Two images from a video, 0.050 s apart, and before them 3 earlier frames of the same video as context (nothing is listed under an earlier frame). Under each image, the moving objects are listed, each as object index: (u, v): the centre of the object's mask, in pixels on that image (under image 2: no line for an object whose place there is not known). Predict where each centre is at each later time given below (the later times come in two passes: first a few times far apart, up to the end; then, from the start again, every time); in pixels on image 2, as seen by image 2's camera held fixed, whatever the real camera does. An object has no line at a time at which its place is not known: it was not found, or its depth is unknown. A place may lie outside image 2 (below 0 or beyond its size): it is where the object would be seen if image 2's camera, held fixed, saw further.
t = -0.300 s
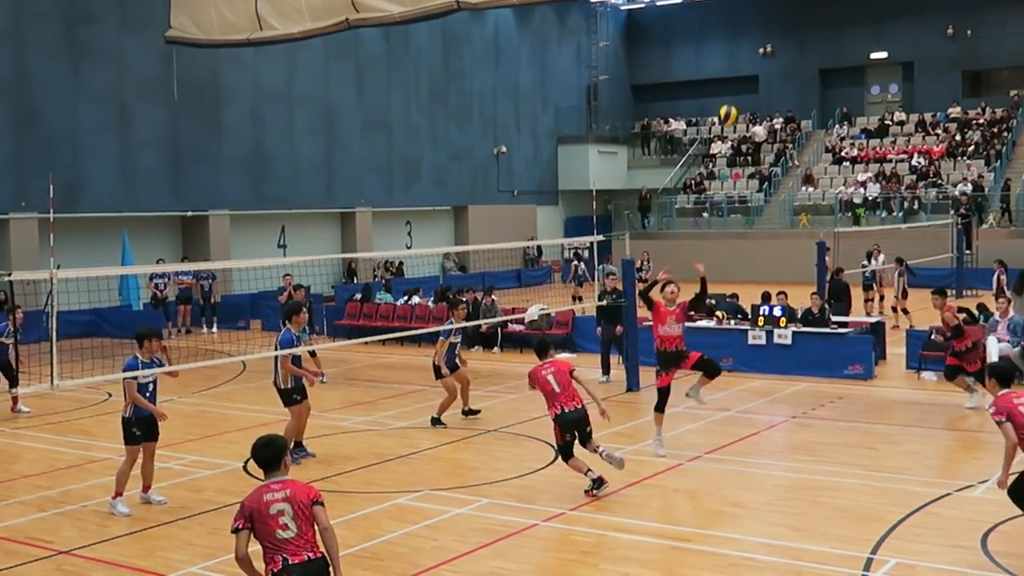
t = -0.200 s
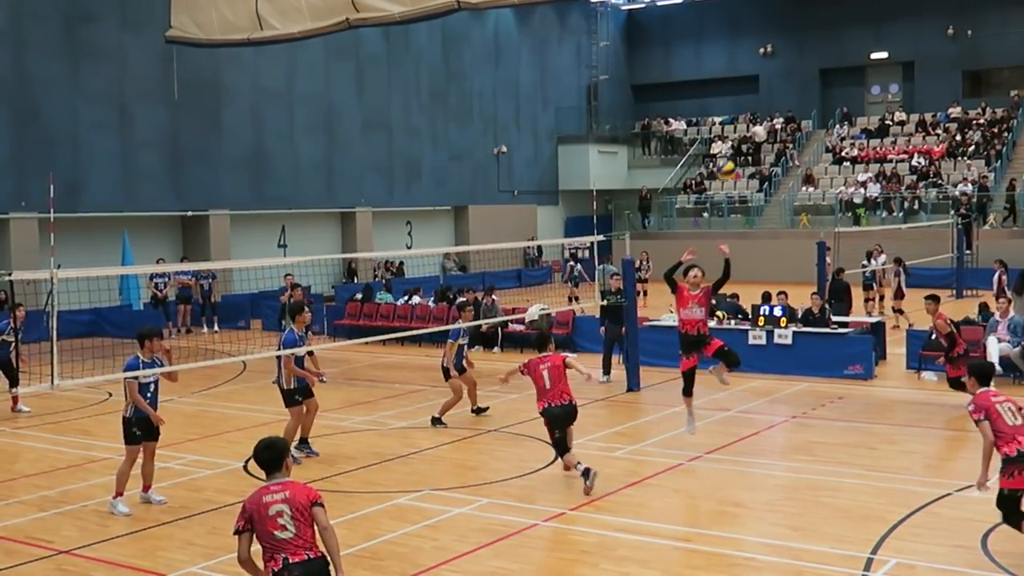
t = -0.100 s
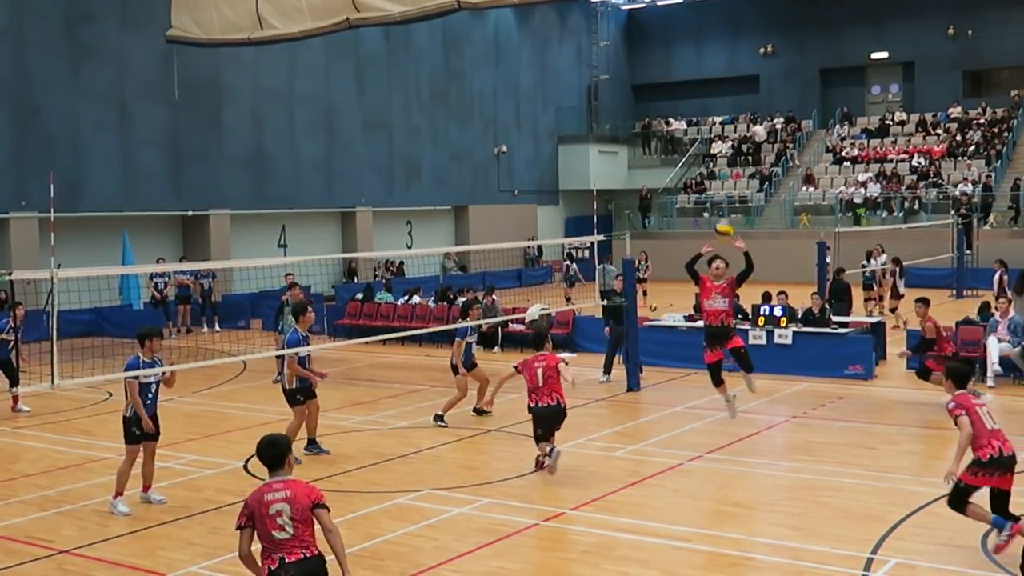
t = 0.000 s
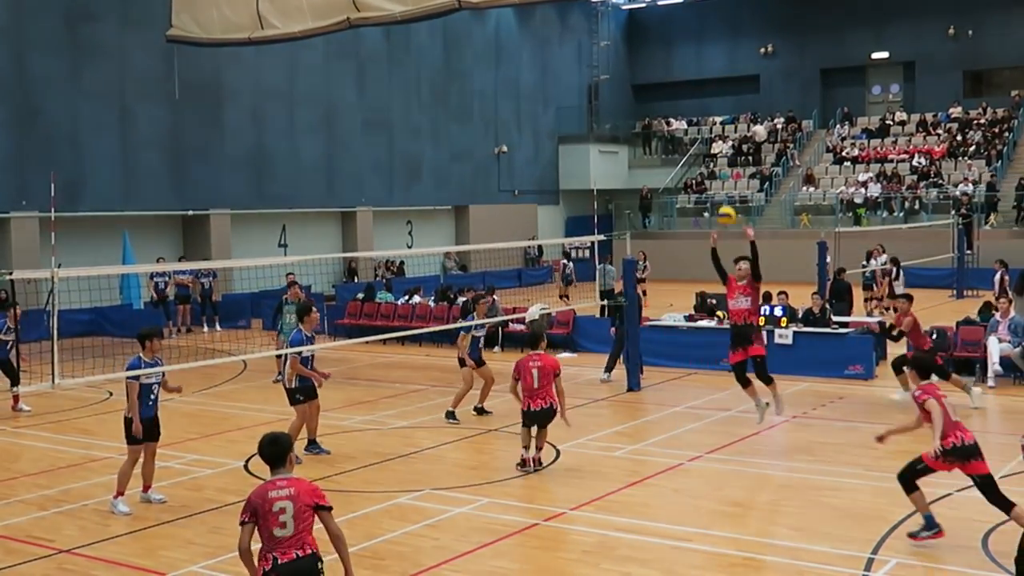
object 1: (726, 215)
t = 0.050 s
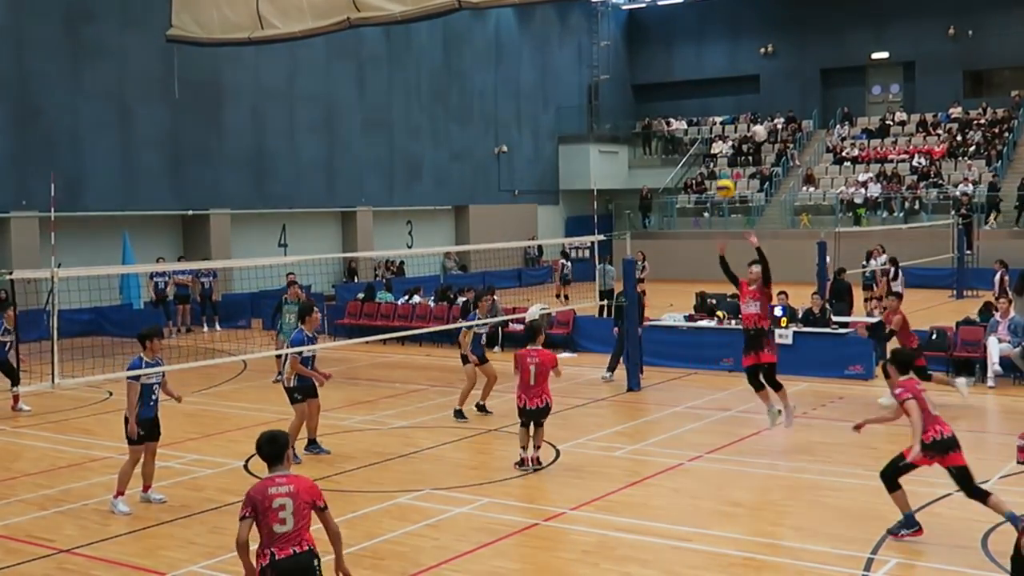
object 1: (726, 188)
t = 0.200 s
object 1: (723, 118)
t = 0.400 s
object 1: (720, 55)
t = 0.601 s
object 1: (717, 27)
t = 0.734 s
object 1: (715, 30)
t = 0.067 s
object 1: (726, 180)
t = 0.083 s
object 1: (725, 171)
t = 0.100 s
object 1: (724, 163)
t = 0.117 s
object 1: (724, 156)
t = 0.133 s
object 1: (724, 147)
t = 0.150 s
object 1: (724, 139)
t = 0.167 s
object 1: (723, 132)
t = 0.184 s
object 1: (724, 125)
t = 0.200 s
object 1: (723, 118)
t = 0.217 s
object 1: (723, 111)
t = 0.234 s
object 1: (723, 105)
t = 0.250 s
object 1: (722, 100)
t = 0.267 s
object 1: (722, 93)
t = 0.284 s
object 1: (722, 87)
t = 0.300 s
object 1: (721, 82)
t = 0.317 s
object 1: (721, 77)
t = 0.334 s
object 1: (721, 72)
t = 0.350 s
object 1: (720, 67)
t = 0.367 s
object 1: (720, 63)
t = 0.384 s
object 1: (720, 59)
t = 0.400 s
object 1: (720, 55)
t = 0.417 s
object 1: (719, 51)
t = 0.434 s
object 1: (719, 47)
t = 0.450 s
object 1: (719, 44)
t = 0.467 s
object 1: (719, 41)
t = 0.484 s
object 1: (718, 39)
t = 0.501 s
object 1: (718, 36)
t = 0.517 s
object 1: (718, 34)
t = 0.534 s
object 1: (718, 32)
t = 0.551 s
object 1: (717, 30)
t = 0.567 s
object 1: (717, 29)
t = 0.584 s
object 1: (717, 28)
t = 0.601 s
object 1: (717, 27)
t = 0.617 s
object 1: (716, 27)
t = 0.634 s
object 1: (716, 26)
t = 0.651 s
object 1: (716, 26)
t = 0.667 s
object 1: (715, 26)
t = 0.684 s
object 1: (715, 27)
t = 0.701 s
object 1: (715, 28)
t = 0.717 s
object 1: (715, 28)
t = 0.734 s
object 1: (715, 30)
